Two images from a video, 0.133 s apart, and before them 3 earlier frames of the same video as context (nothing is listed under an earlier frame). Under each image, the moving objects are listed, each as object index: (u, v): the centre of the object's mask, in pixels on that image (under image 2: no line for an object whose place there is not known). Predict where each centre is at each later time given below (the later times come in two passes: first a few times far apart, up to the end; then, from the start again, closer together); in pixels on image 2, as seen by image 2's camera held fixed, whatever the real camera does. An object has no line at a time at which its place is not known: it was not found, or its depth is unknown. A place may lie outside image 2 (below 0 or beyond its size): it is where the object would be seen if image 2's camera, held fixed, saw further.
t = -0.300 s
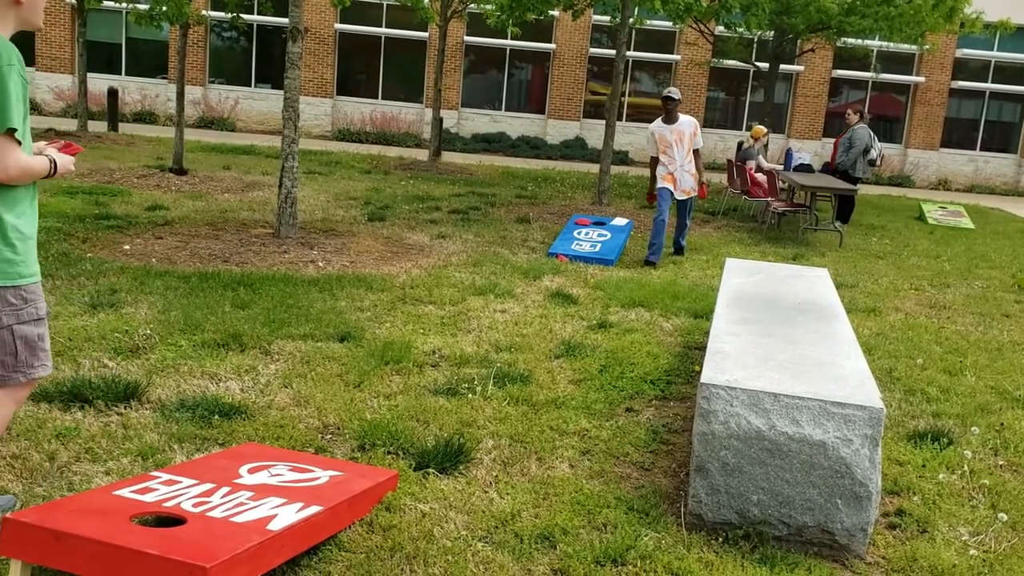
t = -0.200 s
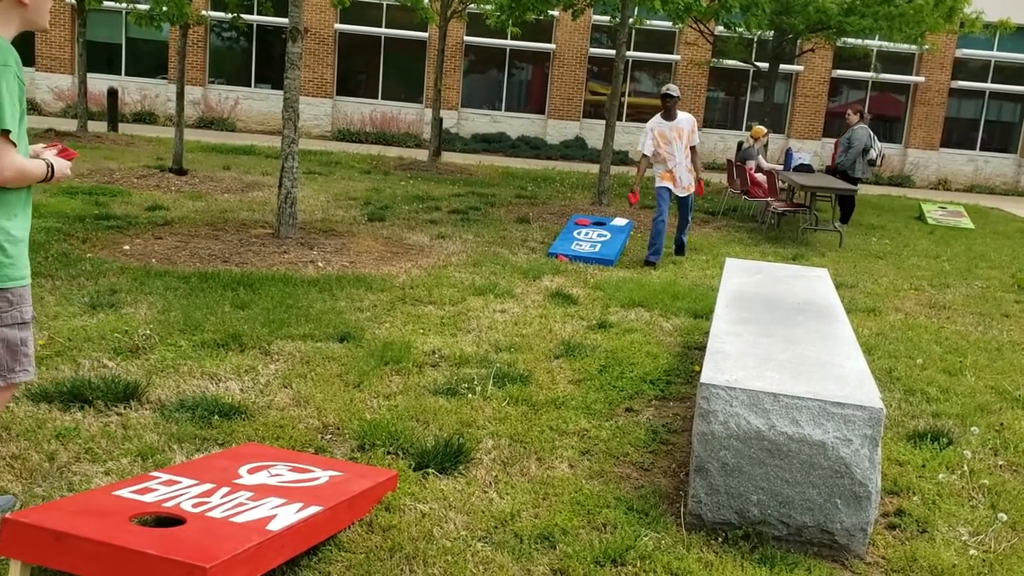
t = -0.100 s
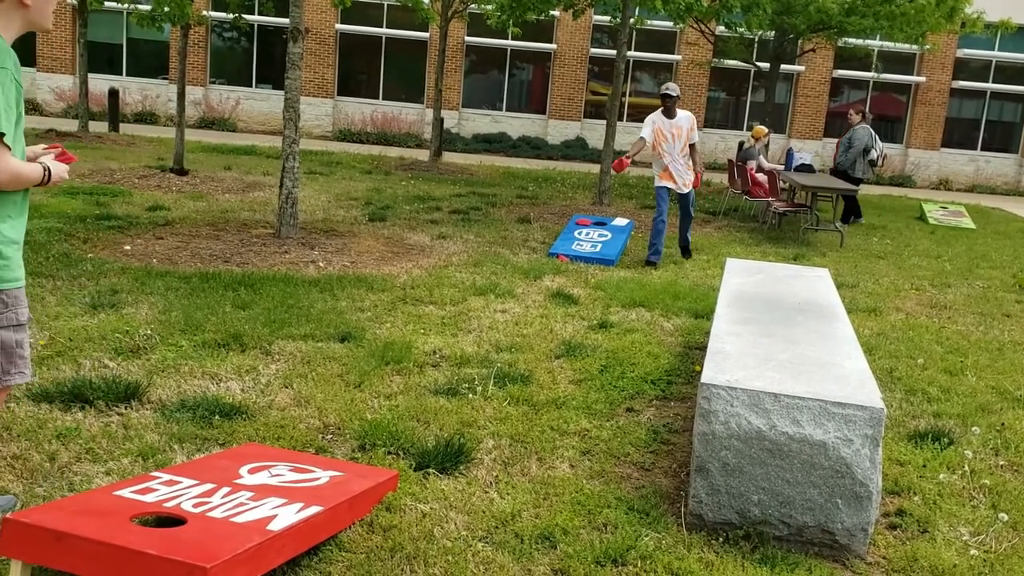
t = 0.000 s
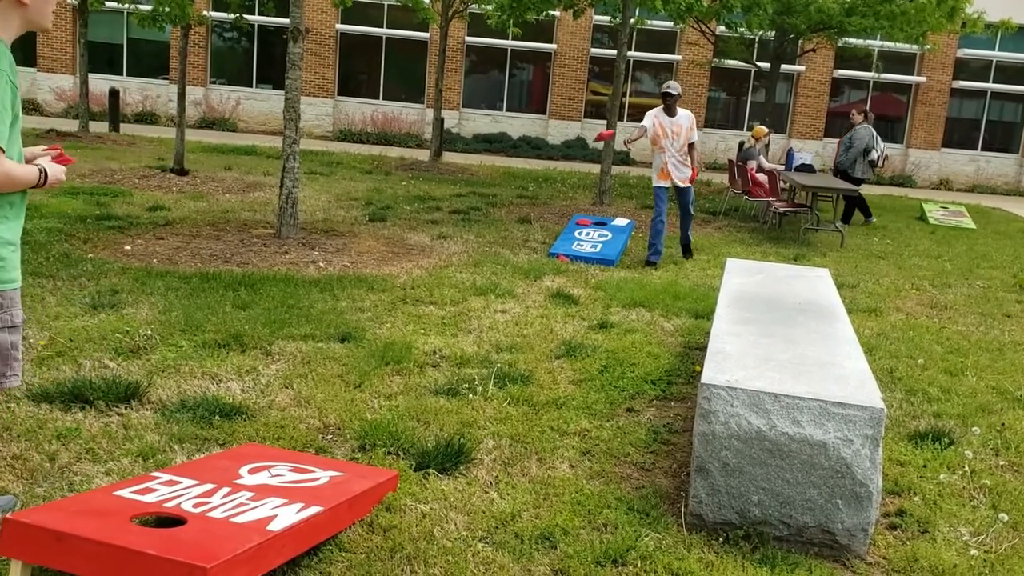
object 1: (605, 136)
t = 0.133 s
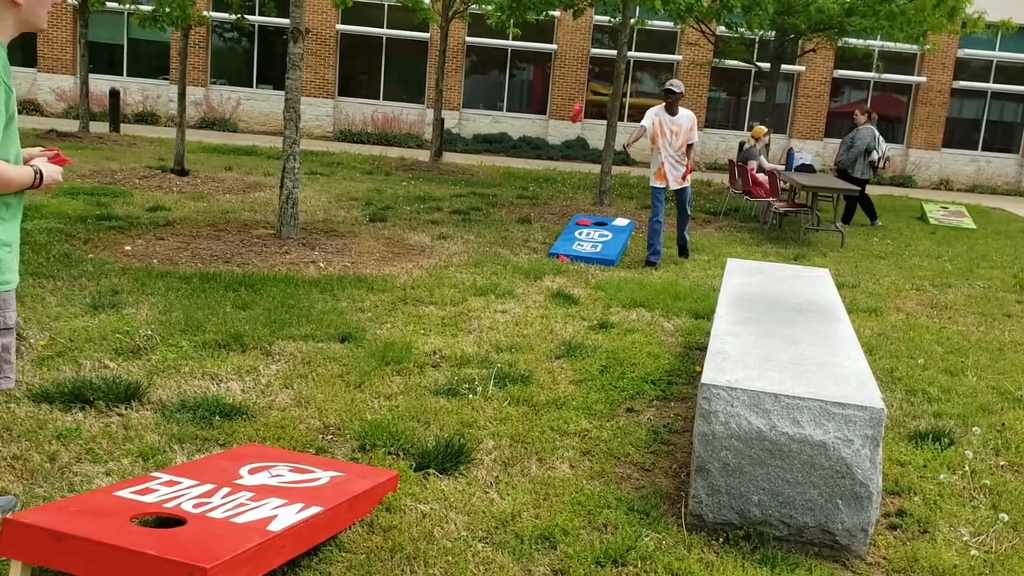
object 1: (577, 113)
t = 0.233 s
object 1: (550, 109)
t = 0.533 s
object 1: (414, 236)
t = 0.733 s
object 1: (251, 478)
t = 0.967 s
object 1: (152, 516)
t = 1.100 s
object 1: (163, 521)
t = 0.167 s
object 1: (568, 109)
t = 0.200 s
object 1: (559, 108)
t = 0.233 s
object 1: (550, 109)
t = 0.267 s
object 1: (539, 111)
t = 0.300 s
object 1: (528, 116)
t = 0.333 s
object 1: (516, 125)
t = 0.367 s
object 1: (502, 134)
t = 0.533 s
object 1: (414, 236)
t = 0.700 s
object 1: (268, 470)
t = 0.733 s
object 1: (251, 478)
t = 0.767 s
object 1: (235, 482)
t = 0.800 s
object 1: (220, 489)
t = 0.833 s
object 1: (203, 496)
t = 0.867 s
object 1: (188, 501)
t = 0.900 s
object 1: (173, 508)
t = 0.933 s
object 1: (160, 515)
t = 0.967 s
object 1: (152, 516)
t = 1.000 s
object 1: (153, 515)
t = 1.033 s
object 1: (155, 516)
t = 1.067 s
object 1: (158, 518)
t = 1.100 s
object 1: (163, 521)
